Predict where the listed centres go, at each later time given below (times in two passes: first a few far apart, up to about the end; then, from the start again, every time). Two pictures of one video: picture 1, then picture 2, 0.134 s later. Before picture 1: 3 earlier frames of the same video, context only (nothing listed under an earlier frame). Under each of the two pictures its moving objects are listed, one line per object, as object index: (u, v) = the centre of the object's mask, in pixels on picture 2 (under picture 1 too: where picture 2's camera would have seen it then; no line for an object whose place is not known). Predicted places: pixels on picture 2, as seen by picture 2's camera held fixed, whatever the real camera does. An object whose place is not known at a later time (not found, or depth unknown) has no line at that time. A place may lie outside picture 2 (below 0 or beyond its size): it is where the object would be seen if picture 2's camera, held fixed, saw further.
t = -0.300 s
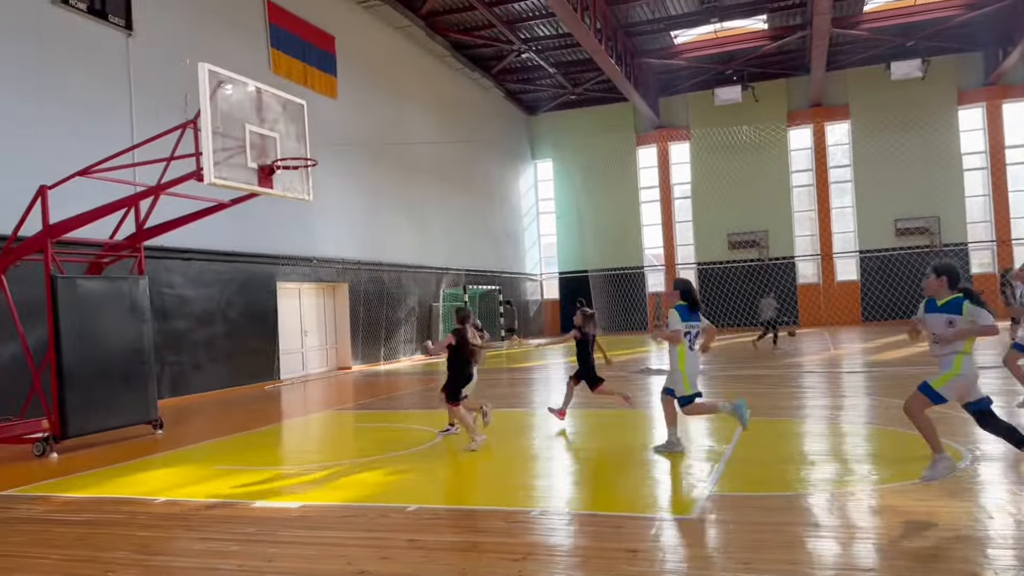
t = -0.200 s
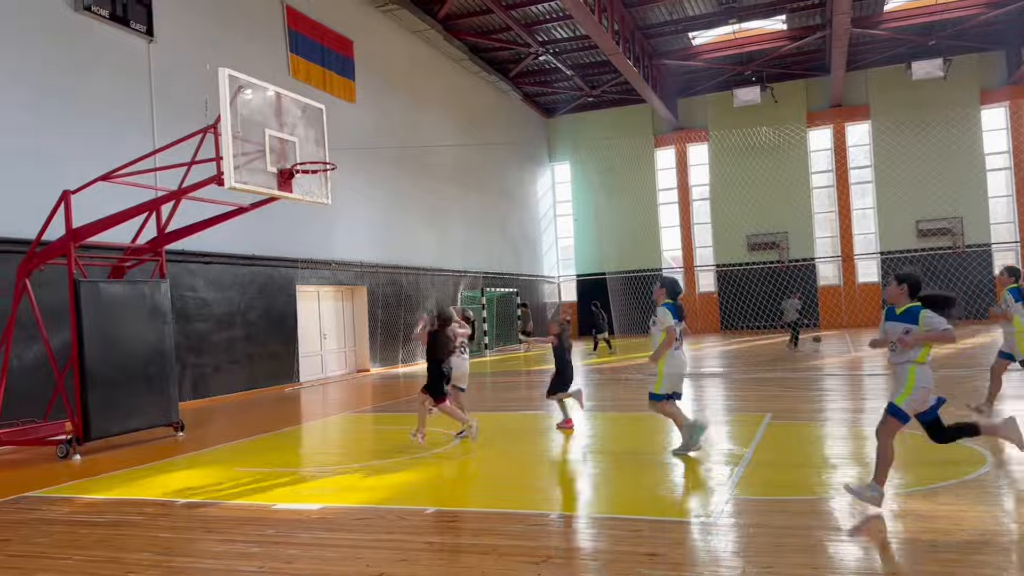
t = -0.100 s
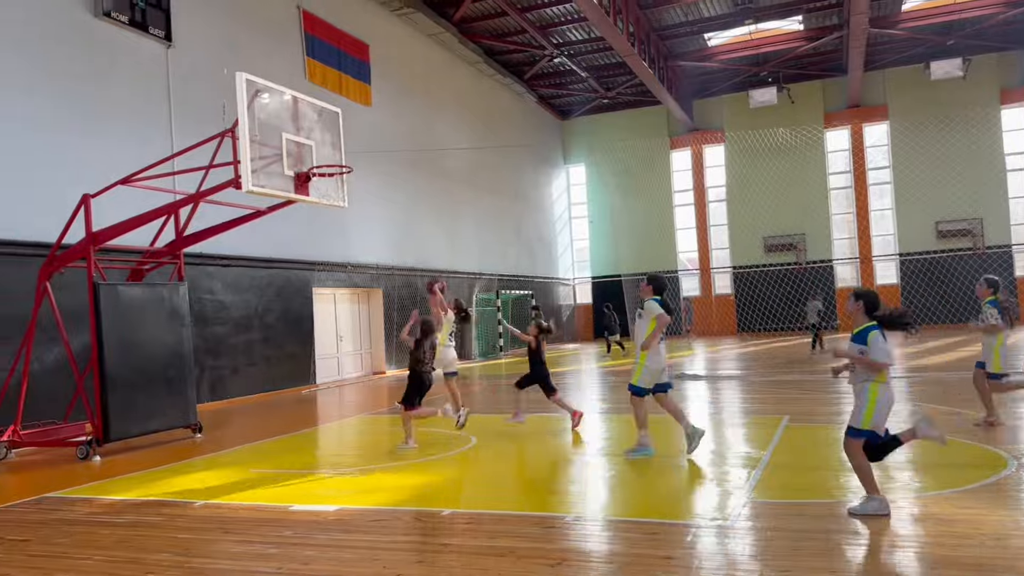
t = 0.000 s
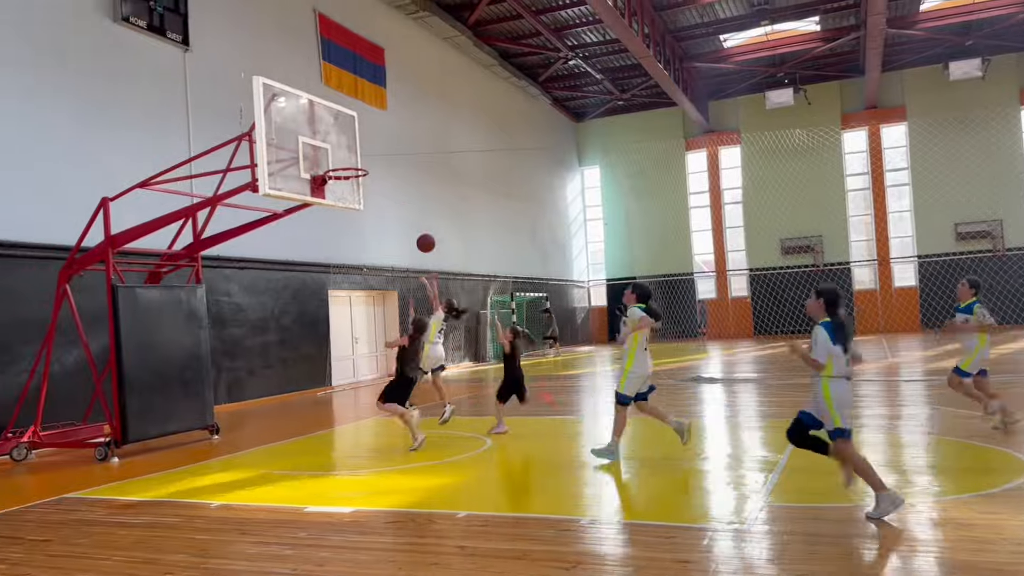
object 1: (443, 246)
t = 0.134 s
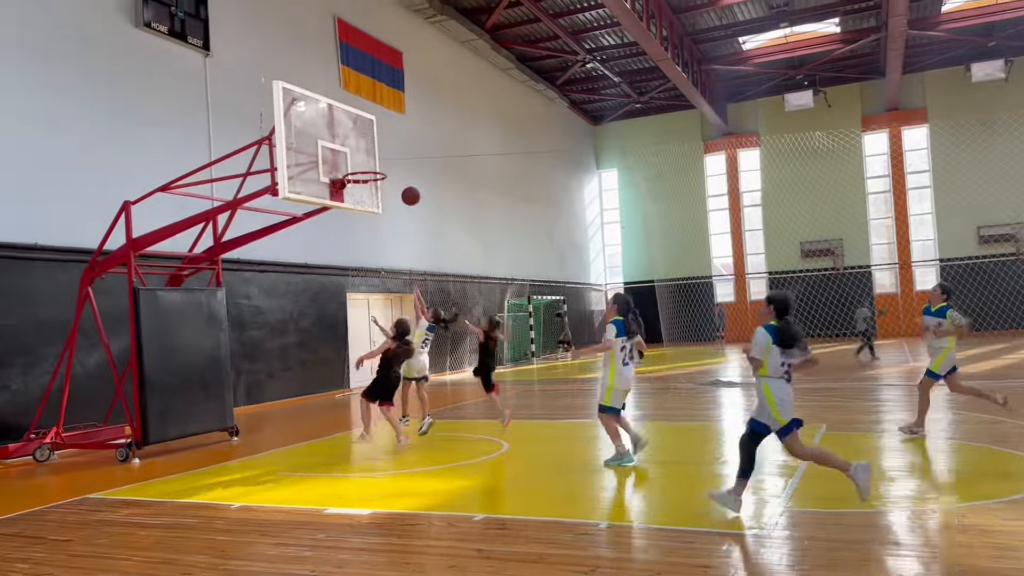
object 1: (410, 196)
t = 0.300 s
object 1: (372, 155)
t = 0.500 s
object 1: (373, 146)
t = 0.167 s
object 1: (403, 185)
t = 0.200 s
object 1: (395, 176)
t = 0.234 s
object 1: (388, 168)
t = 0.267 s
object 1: (380, 161)
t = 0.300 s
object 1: (372, 155)
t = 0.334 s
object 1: (364, 150)
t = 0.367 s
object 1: (357, 146)
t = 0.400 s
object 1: (360, 144)
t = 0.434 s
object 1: (364, 144)
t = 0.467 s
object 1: (369, 145)
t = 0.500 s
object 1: (373, 146)
